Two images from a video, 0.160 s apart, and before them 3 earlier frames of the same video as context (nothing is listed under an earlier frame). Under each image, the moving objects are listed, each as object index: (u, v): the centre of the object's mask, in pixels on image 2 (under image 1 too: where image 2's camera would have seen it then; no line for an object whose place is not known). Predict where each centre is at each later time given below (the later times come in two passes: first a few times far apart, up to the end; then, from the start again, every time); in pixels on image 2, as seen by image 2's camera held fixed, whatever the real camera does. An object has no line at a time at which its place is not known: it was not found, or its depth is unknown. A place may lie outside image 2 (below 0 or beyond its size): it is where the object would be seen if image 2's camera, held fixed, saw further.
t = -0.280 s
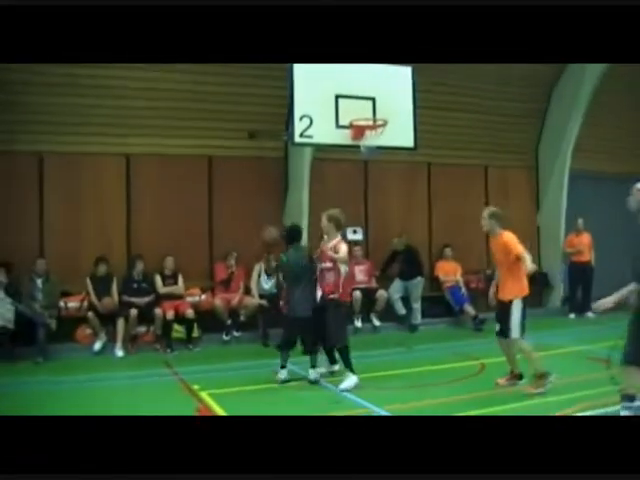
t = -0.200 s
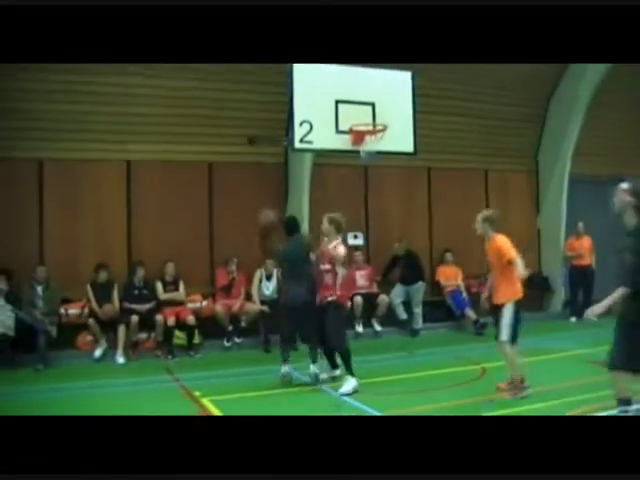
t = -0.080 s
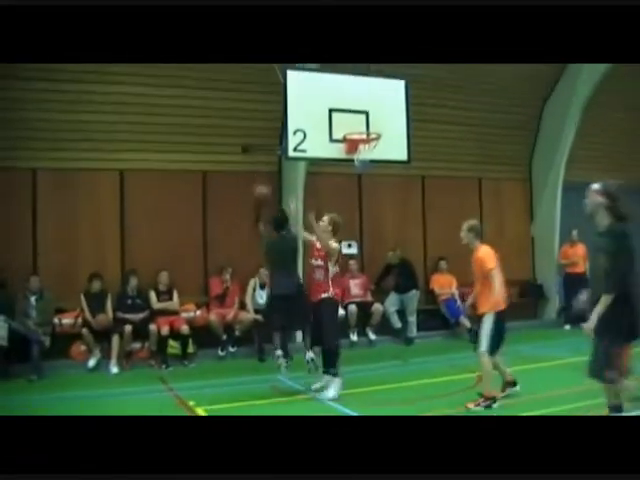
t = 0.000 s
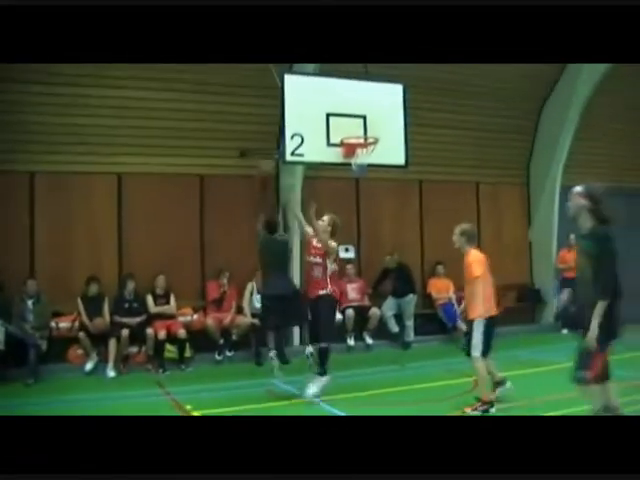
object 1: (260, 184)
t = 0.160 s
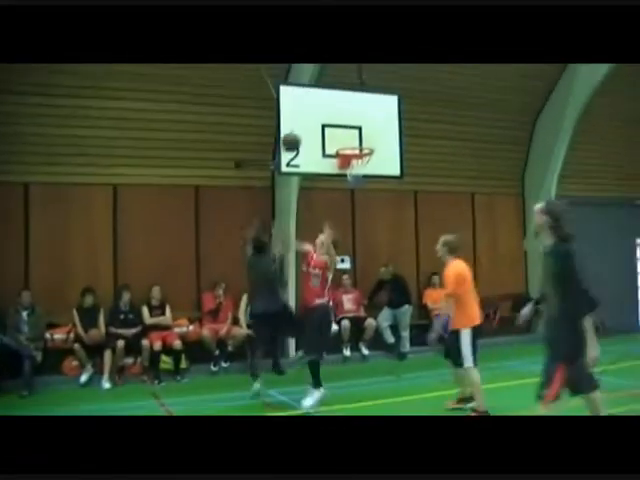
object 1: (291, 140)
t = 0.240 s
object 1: (304, 130)
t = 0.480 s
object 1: (342, 128)
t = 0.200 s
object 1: (297, 134)
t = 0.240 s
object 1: (304, 130)
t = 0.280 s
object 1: (310, 127)
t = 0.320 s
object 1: (316, 125)
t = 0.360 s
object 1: (322, 123)
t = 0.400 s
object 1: (329, 123)
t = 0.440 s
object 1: (335, 125)
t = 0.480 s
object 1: (342, 128)
